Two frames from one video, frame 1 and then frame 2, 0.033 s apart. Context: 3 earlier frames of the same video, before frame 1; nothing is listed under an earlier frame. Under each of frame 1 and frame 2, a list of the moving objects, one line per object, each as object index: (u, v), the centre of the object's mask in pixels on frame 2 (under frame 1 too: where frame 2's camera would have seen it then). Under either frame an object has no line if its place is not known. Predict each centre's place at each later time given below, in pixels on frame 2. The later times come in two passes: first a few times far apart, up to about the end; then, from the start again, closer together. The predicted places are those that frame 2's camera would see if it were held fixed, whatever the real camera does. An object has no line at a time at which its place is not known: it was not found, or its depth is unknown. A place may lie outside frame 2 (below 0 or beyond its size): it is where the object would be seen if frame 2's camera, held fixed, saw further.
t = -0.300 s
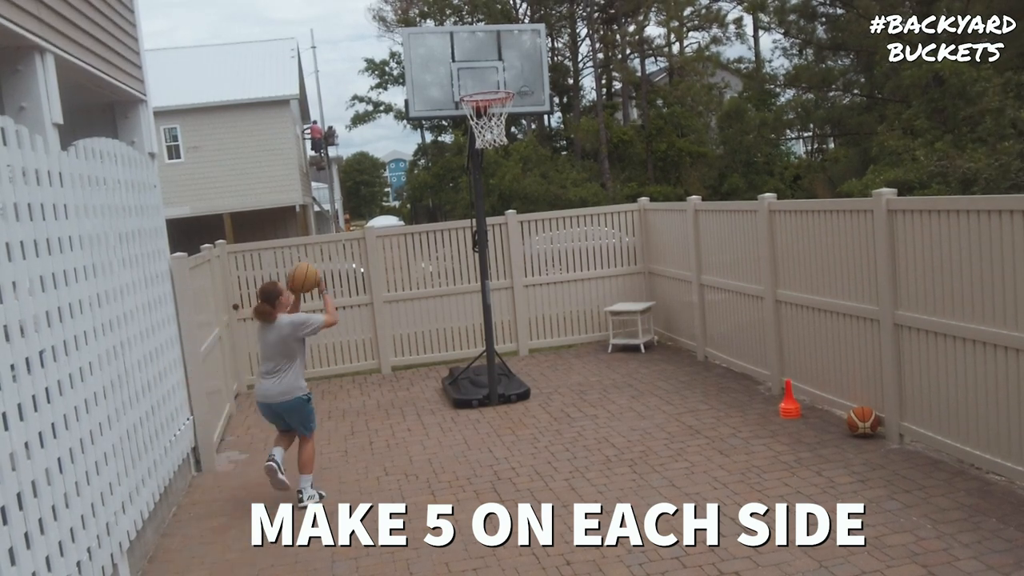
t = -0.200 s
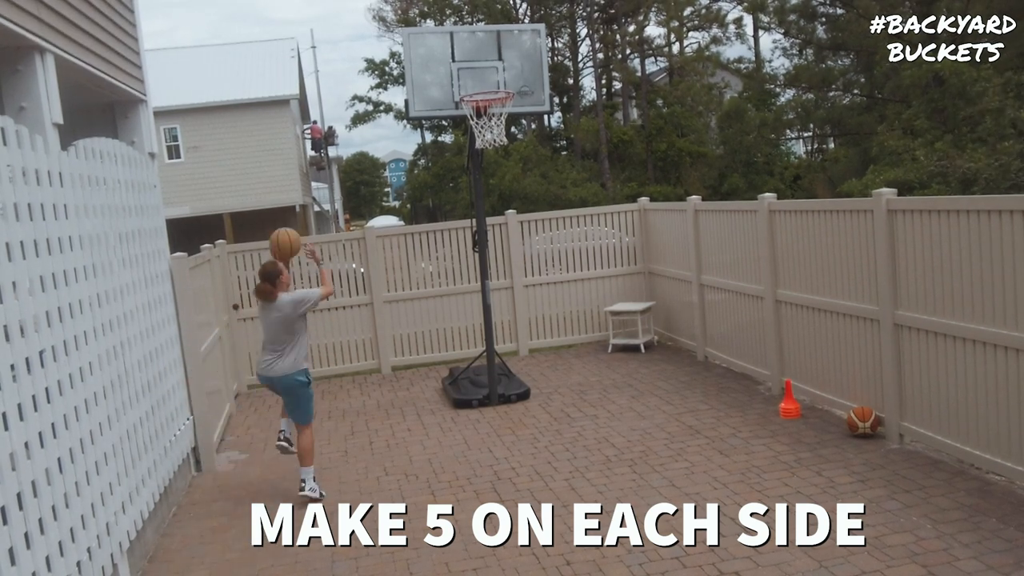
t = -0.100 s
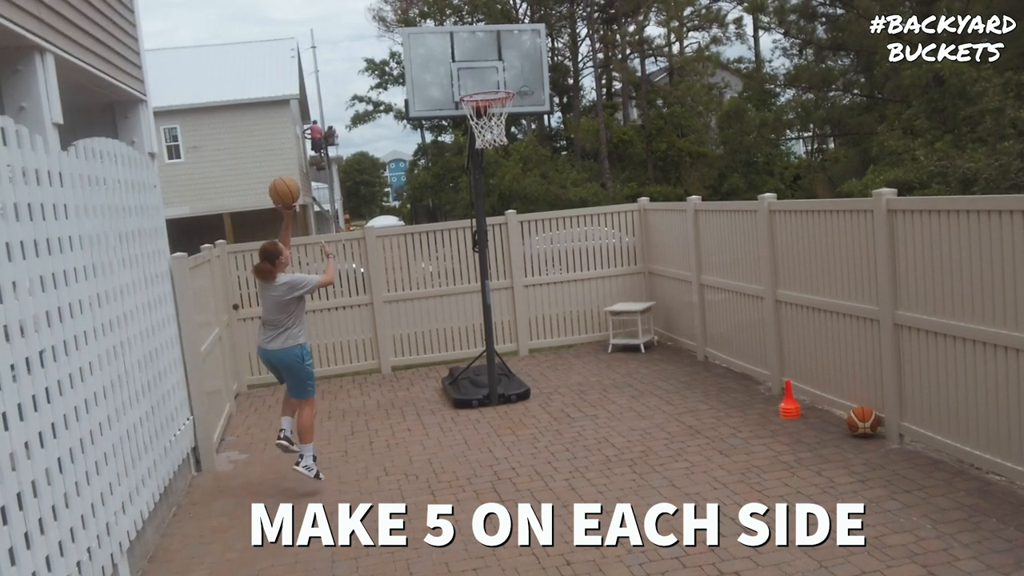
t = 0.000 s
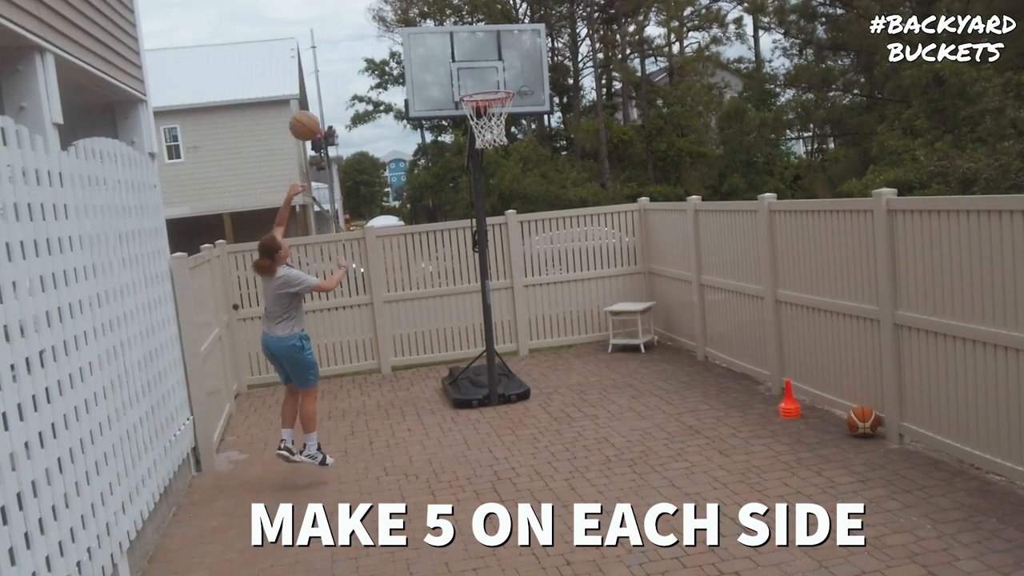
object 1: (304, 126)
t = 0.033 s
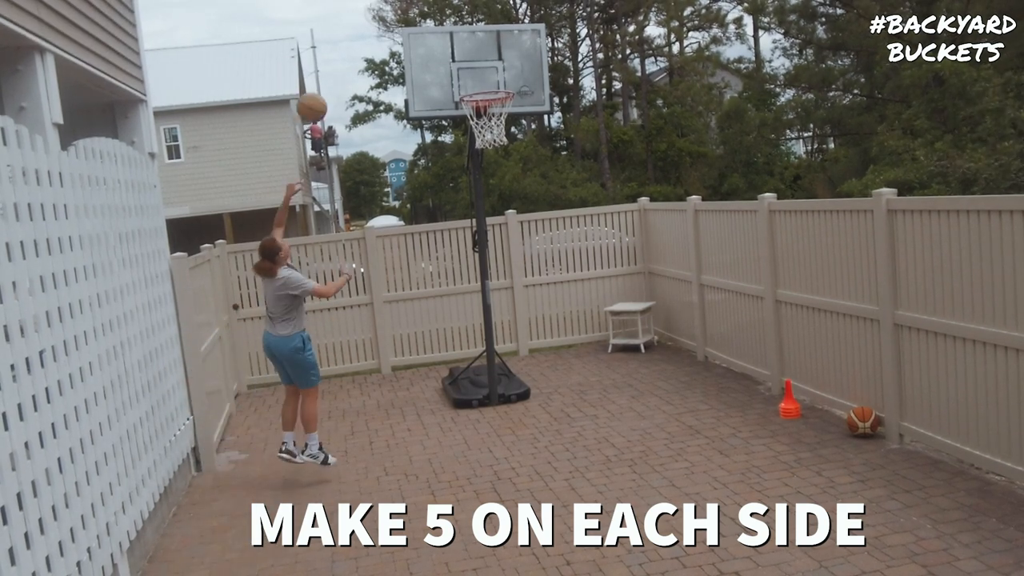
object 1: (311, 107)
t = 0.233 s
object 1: (356, 32)
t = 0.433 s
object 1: (401, 12)
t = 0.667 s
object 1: (453, 44)
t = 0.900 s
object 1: (496, 100)
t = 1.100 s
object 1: (507, 142)
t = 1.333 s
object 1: (505, 224)
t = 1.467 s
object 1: (509, 298)
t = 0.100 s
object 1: (326, 76)
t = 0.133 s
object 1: (334, 63)
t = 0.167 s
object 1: (341, 51)
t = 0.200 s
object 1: (348, 41)
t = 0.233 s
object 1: (356, 32)
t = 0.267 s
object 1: (363, 26)
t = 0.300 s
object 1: (371, 20)
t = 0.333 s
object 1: (378, 16)
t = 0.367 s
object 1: (386, 13)
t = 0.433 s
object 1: (401, 12)
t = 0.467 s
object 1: (408, 13)
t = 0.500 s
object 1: (415, 14)
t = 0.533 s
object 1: (422, 18)
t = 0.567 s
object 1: (431, 23)
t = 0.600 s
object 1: (438, 29)
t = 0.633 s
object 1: (445, 36)
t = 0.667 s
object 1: (453, 44)
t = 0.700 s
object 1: (459, 51)
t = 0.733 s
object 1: (465, 55)
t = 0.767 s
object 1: (471, 62)
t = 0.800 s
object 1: (477, 69)
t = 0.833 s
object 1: (483, 78)
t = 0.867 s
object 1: (489, 90)
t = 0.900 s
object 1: (496, 100)
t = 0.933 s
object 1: (503, 111)
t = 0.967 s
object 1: (507, 121)
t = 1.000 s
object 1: (509, 124)
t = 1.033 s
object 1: (506, 133)
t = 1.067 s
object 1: (507, 138)
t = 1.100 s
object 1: (507, 142)
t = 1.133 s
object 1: (506, 149)
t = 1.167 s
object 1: (505, 159)
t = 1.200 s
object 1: (505, 169)
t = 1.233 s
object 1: (505, 181)
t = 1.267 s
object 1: (505, 195)
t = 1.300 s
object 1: (505, 208)
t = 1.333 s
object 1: (505, 224)
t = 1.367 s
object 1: (506, 241)
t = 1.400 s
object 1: (507, 258)
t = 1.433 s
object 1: (507, 277)
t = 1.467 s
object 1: (509, 298)
